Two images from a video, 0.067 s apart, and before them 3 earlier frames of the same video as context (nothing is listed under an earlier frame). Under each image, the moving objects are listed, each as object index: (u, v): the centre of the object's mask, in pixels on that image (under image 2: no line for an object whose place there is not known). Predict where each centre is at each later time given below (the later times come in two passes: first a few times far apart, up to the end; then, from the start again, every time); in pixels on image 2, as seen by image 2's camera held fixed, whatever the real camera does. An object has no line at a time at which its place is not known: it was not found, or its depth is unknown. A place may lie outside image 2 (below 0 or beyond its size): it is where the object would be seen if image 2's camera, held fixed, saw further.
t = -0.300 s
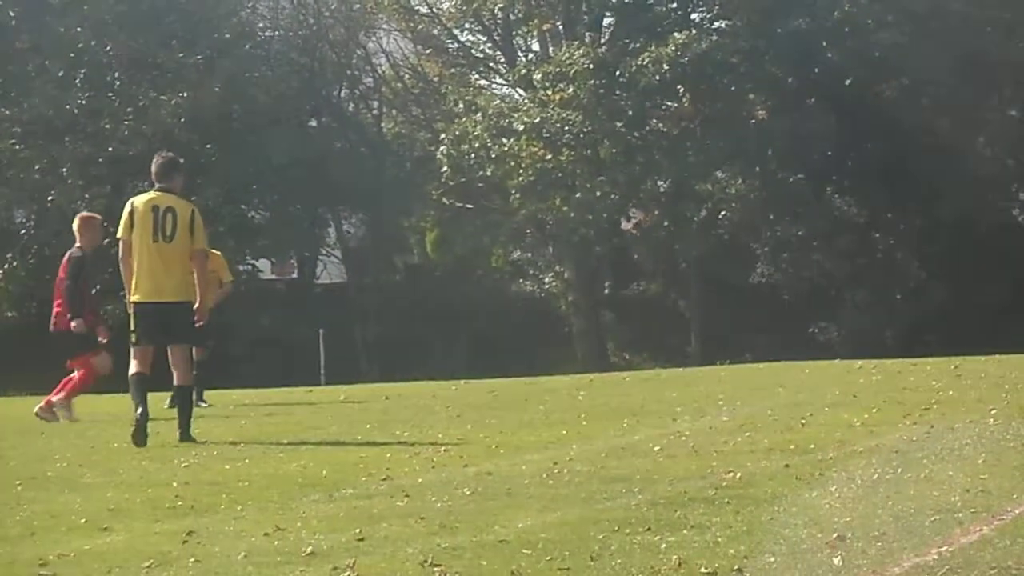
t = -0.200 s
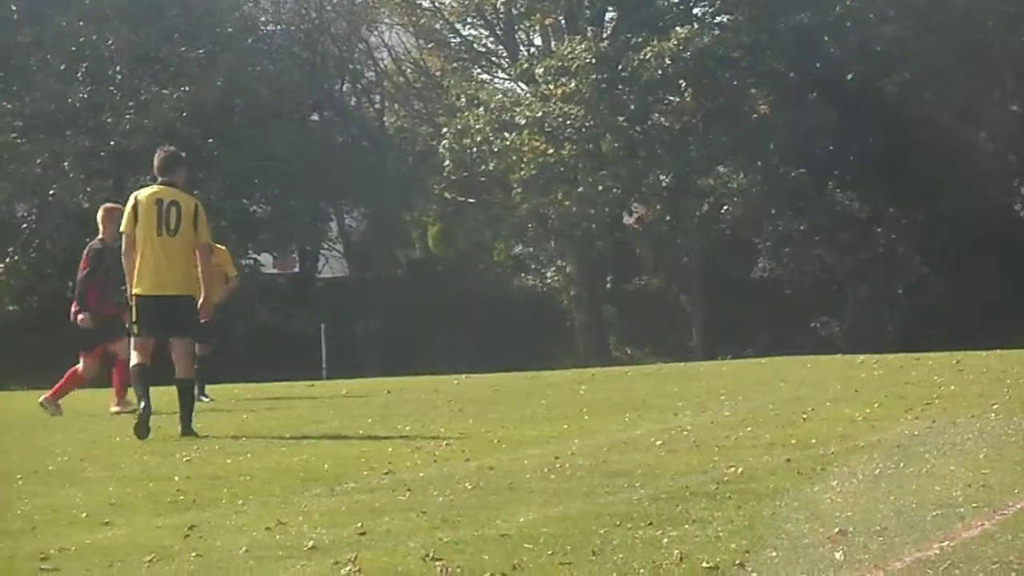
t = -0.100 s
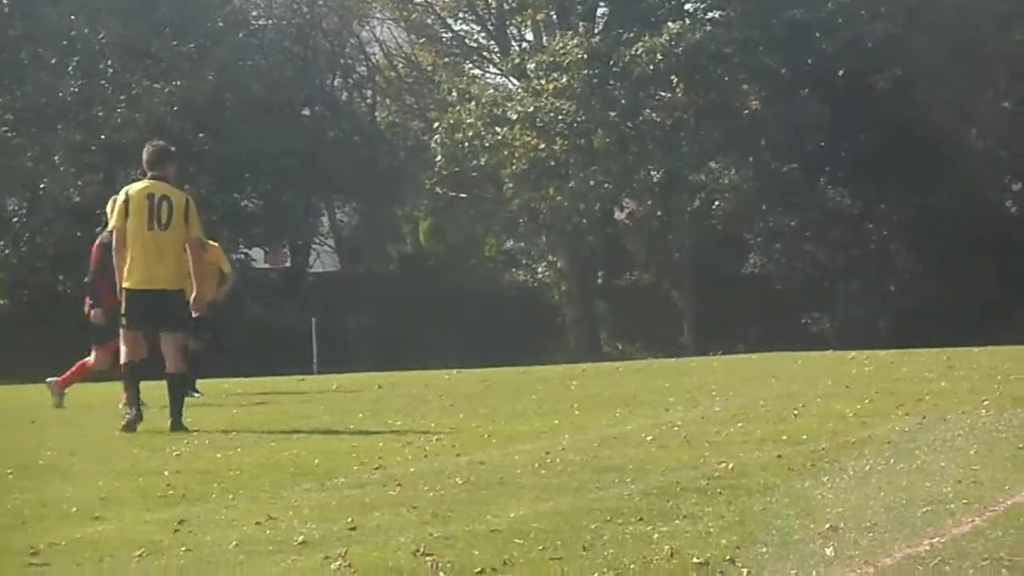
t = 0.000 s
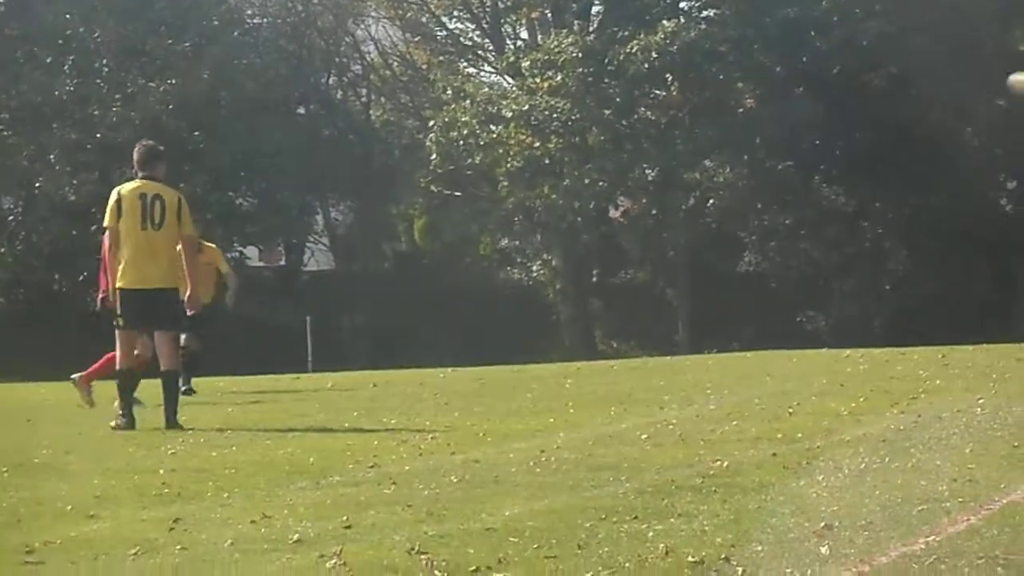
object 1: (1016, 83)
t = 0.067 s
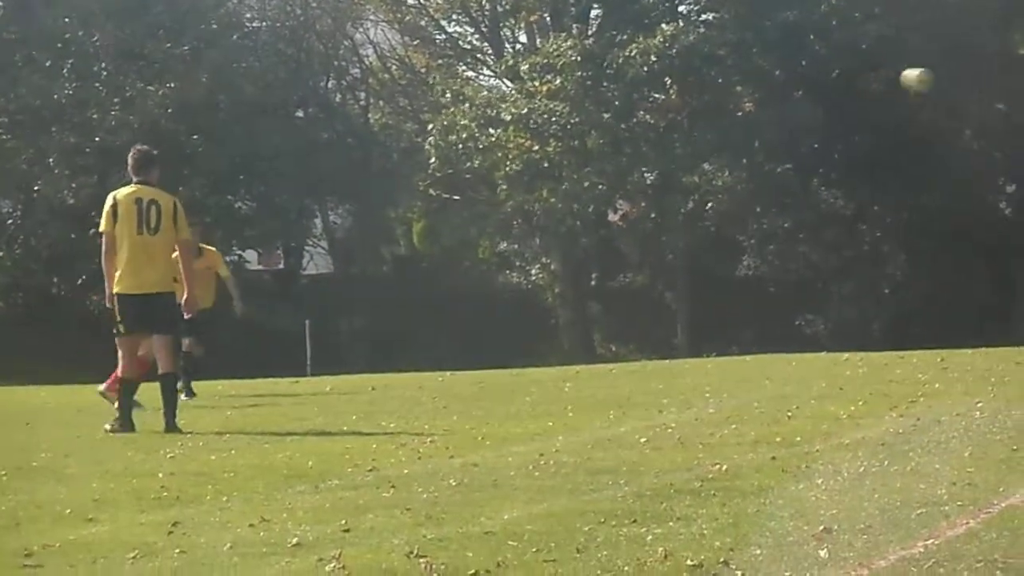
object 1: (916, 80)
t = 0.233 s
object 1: (659, 77)
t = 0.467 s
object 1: (322, 110)
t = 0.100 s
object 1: (865, 77)
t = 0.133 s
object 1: (813, 76)
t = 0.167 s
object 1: (761, 75)
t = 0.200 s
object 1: (709, 75)
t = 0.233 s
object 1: (659, 77)
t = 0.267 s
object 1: (609, 80)
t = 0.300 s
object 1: (560, 82)
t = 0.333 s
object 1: (509, 85)
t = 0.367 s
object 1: (461, 90)
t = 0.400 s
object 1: (416, 97)
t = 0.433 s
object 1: (367, 102)
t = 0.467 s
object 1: (322, 110)
